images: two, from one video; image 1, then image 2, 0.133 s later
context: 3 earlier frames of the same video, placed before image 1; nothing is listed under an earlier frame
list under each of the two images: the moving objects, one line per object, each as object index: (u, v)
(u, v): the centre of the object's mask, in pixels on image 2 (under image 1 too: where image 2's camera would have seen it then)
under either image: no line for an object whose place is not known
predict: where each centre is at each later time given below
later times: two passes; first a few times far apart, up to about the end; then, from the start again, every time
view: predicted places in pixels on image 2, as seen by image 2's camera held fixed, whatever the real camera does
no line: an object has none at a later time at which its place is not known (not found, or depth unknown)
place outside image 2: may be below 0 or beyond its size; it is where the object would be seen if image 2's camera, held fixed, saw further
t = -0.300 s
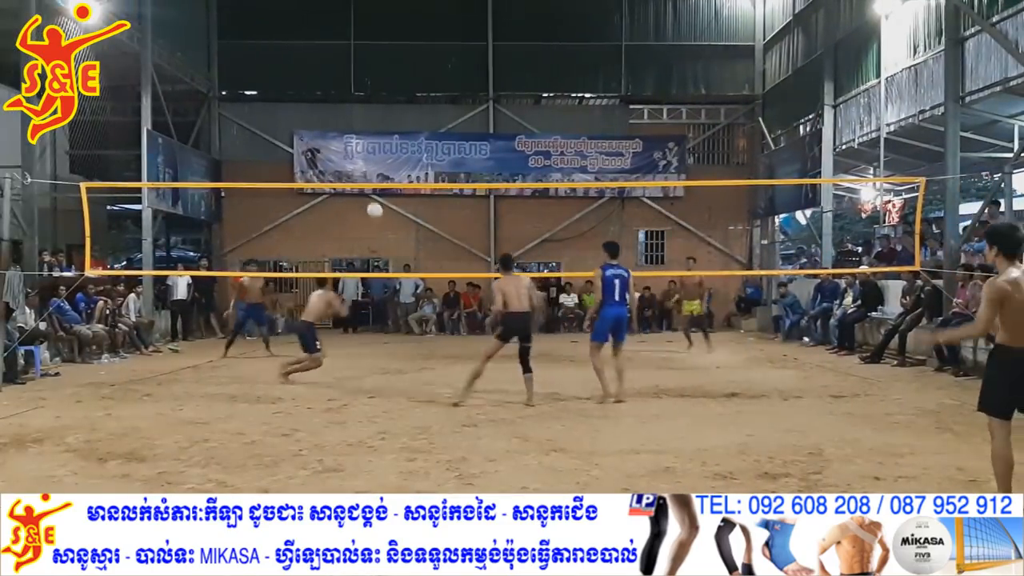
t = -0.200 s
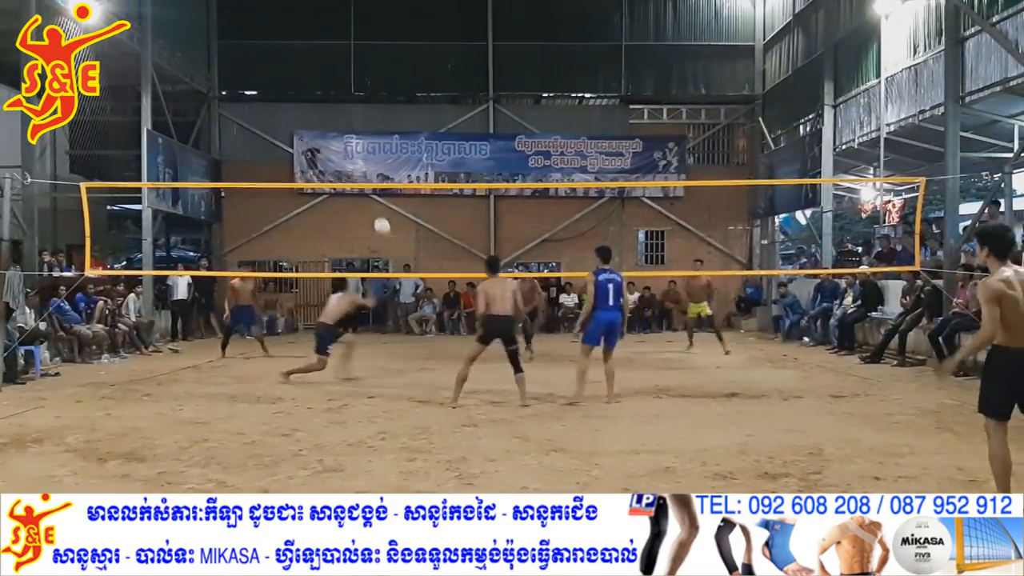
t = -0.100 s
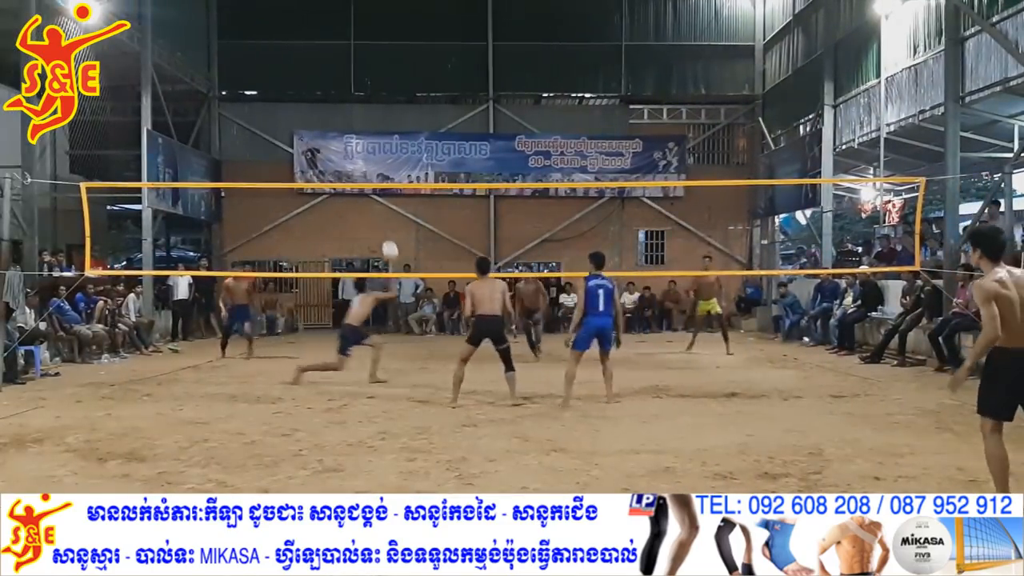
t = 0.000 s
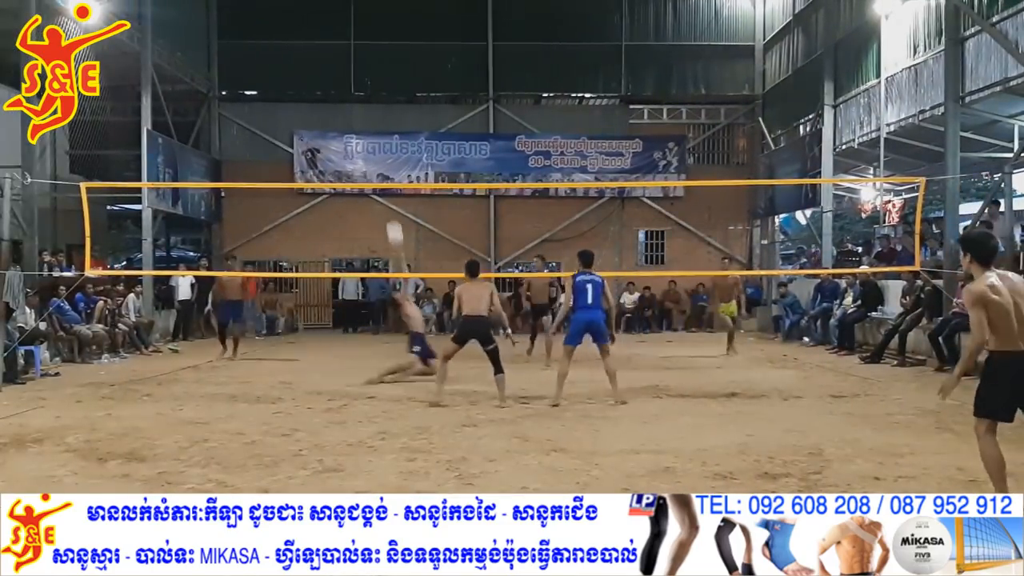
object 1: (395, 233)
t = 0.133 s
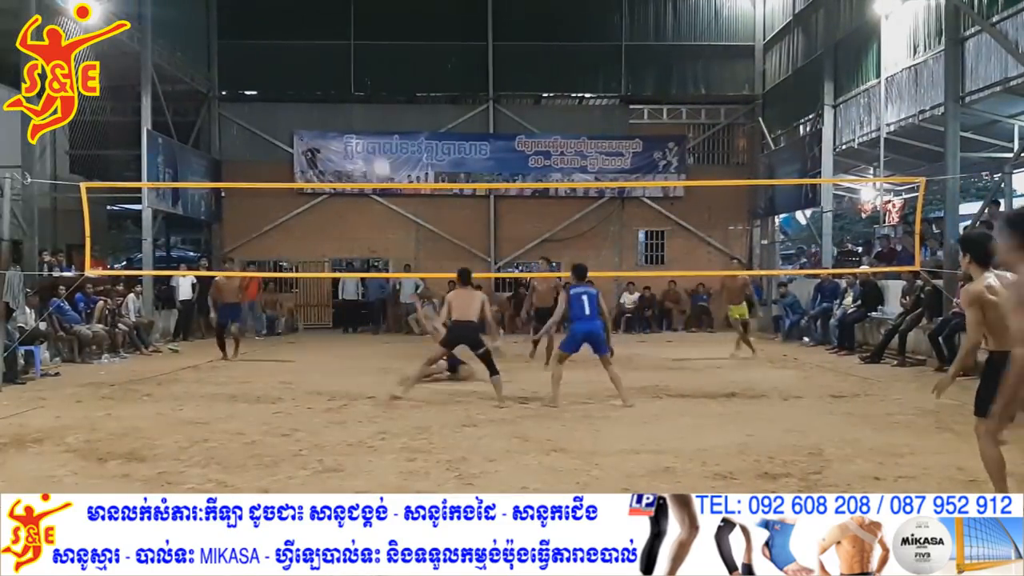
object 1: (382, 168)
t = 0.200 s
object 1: (375, 140)
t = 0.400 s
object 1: (357, 79)
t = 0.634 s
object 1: (336, 45)
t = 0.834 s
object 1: (318, 47)
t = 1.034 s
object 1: (302, 79)
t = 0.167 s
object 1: (379, 155)
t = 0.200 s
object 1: (375, 140)
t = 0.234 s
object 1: (372, 129)
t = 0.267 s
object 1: (369, 117)
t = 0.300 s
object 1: (366, 106)
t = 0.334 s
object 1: (363, 96)
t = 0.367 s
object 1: (360, 87)
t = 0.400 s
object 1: (357, 79)
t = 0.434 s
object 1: (354, 71)
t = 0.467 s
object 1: (351, 65)
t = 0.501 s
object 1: (348, 59)
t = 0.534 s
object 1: (345, 54)
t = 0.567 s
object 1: (342, 50)
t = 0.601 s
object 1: (339, 47)
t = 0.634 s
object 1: (336, 45)
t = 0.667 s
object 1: (333, 43)
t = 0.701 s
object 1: (330, 42)
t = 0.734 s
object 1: (327, 42)
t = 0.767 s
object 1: (324, 43)
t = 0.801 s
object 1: (321, 45)
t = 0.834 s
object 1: (318, 47)
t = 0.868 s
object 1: (316, 50)
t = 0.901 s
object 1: (313, 54)
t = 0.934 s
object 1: (310, 59)
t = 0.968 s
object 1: (307, 65)
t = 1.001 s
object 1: (305, 71)
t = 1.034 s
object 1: (302, 79)
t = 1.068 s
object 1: (299, 86)
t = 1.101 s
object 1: (297, 95)
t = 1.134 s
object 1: (294, 105)
